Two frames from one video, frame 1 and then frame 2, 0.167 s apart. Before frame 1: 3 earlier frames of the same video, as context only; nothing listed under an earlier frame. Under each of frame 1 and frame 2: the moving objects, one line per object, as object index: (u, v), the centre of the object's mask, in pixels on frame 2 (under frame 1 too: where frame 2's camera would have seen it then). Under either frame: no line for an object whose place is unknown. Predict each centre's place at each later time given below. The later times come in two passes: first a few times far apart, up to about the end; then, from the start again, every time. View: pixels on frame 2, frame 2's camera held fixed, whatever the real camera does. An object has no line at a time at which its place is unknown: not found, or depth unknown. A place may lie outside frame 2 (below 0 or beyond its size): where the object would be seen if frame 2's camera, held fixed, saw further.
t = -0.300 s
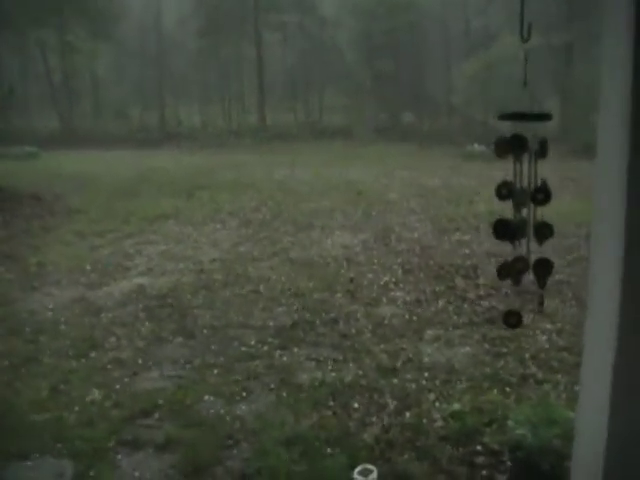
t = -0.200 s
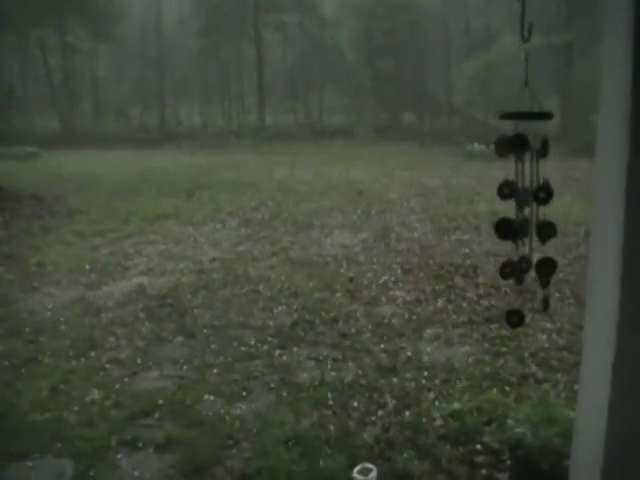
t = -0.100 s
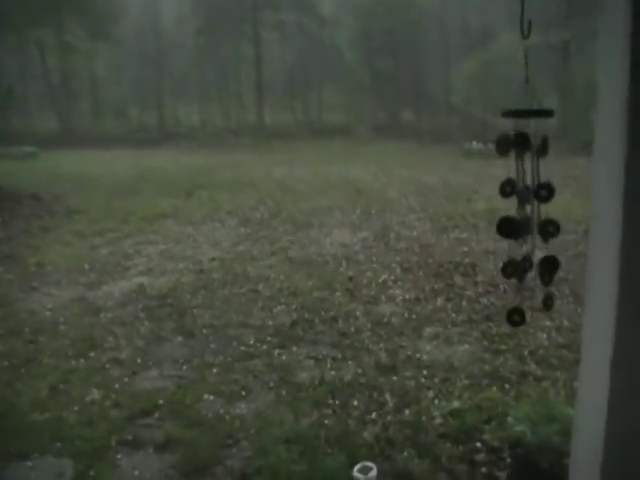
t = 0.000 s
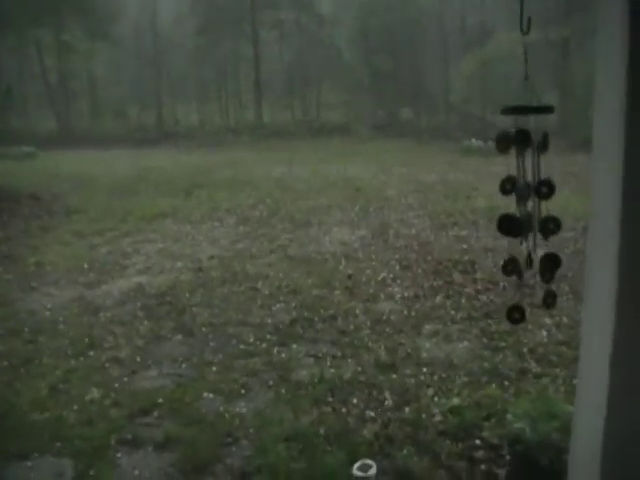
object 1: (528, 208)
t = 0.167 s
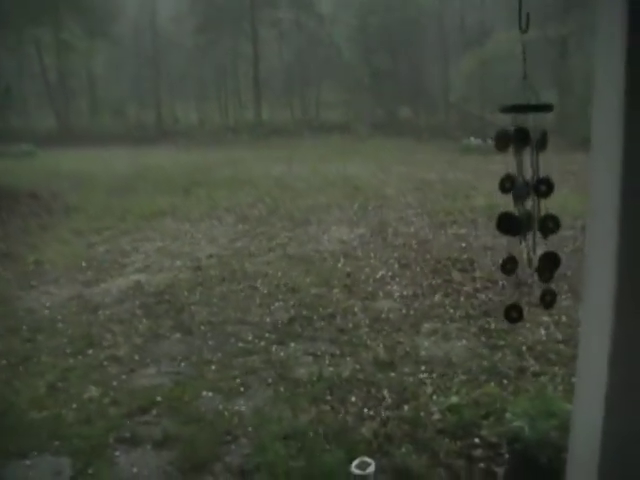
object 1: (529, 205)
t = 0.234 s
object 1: (529, 207)
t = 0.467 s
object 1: (521, 208)
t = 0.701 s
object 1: (512, 216)
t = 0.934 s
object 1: (506, 208)
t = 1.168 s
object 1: (505, 208)
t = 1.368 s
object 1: (510, 198)
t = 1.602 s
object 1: (519, 205)
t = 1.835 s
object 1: (528, 204)
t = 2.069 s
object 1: (530, 204)
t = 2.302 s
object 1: (526, 203)
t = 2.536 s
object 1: (519, 204)
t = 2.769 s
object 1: (516, 203)
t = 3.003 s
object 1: (516, 192)
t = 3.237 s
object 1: (522, 193)
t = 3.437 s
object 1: (524, 194)
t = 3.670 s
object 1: (526, 195)
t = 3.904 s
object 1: (534, 194)
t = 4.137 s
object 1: (542, 191)
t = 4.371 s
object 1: (561, 196)
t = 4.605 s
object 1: (579, 190)
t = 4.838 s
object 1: (589, 196)
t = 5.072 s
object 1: (580, 190)
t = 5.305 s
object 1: (556, 201)
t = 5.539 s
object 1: (520, 194)
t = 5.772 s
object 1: (490, 188)
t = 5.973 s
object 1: (476, 180)
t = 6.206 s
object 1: (479, 178)
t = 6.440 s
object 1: (499, 173)
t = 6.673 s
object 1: (522, 186)
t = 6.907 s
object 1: (525, 180)
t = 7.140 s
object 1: (508, 174)
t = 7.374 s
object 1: (483, 182)
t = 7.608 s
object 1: (460, 191)
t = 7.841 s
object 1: (452, 205)
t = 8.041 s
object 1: (463, 198)
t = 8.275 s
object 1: (491, 201)
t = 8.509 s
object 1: (526, 198)
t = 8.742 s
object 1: (543, 192)
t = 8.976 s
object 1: (545, 204)
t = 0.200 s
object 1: (528, 209)
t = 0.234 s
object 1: (529, 207)
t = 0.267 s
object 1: (527, 210)
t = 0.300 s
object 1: (527, 206)
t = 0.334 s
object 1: (526, 207)
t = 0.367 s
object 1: (526, 207)
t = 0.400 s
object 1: (524, 208)
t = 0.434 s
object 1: (522, 201)
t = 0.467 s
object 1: (521, 208)
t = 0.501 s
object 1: (520, 212)
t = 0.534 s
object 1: (520, 208)
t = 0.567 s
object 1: (517, 214)
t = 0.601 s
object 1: (516, 213)
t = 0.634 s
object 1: (515, 214)
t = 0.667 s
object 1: (514, 215)
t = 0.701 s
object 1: (512, 216)
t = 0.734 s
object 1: (511, 215)
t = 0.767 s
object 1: (510, 212)
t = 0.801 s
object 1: (509, 215)
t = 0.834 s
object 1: (508, 214)
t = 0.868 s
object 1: (507, 213)
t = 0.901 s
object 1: (506, 209)
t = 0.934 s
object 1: (506, 208)
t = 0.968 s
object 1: (505, 210)
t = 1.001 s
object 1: (506, 203)
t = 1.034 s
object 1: (504, 209)
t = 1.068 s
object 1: (504, 209)
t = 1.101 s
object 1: (505, 207)
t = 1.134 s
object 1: (505, 208)
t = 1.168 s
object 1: (505, 208)
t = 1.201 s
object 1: (505, 208)
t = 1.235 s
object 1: (506, 208)
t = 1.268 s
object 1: (507, 208)
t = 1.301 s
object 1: (508, 207)
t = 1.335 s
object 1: (508, 206)
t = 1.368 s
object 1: (510, 198)
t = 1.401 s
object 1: (511, 205)
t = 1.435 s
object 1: (513, 202)
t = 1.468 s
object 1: (513, 197)
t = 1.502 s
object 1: (515, 204)
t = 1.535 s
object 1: (516, 195)
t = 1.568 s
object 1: (517, 204)
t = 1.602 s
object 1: (519, 205)
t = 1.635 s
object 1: (521, 203)
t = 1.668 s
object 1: (522, 203)
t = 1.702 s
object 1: (524, 203)
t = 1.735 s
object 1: (525, 203)
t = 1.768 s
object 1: (527, 204)
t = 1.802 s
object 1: (527, 204)
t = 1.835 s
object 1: (528, 204)
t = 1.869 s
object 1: (529, 205)
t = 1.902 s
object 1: (529, 204)
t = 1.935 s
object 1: (529, 204)
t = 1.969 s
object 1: (530, 203)
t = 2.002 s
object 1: (530, 203)
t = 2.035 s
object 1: (530, 203)
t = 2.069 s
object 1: (530, 204)
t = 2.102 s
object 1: (530, 203)
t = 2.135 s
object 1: (529, 203)
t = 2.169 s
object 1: (529, 204)
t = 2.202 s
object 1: (529, 204)
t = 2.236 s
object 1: (528, 202)
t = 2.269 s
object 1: (527, 203)
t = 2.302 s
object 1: (526, 203)
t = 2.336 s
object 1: (525, 203)
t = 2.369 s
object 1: (525, 203)
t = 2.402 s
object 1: (523, 205)
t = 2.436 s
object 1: (523, 203)
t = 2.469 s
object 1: (521, 202)
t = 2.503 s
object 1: (520, 196)
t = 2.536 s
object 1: (519, 204)
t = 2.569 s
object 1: (520, 196)
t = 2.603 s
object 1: (518, 202)
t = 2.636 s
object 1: (518, 202)
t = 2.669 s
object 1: (518, 201)
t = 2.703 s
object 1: (517, 196)
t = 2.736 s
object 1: (517, 203)
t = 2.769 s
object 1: (516, 203)
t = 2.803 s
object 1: (516, 202)
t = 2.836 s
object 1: (516, 195)
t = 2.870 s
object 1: (516, 194)
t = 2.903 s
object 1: (516, 194)
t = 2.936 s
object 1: (516, 193)
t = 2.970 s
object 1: (516, 193)
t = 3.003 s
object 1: (516, 192)
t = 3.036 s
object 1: (517, 192)
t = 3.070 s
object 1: (518, 193)
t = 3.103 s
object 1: (519, 200)
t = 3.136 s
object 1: (519, 200)
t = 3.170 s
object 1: (520, 200)
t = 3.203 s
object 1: (521, 200)
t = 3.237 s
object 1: (522, 193)
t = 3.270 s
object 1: (523, 192)
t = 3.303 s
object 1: (523, 193)
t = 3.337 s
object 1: (522, 194)
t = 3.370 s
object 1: (523, 194)
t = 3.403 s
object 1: (524, 195)
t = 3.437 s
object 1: (524, 194)
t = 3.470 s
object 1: (524, 195)
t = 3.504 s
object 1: (525, 195)
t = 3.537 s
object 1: (524, 195)
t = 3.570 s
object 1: (524, 196)
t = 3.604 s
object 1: (525, 195)
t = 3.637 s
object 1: (525, 196)
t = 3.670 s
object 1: (526, 195)
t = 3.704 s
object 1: (527, 194)
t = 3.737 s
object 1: (528, 193)
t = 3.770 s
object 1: (529, 192)
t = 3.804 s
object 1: (530, 192)
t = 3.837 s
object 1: (531, 192)
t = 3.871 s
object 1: (533, 193)
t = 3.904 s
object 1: (534, 194)
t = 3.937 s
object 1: (535, 194)
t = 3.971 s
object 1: (536, 195)
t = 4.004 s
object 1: (537, 198)
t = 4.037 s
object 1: (537, 192)
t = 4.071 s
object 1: (538, 192)
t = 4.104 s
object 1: (540, 191)
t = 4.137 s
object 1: (542, 191)
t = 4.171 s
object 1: (549, 195)
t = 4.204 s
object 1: (552, 198)
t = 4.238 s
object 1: (554, 199)
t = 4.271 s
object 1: (556, 200)
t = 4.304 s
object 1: (557, 198)
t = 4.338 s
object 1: (560, 197)
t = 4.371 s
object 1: (561, 196)
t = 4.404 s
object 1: (566, 200)
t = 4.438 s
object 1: (569, 197)
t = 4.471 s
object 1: (570, 191)
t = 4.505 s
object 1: (573, 192)
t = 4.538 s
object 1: (575, 191)
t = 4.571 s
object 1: (577, 188)
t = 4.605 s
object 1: (579, 190)
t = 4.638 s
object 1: (581, 191)
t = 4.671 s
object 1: (583, 191)
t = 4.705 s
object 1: (583, 187)
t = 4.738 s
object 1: (583, 179)
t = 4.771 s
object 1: (584, 181)
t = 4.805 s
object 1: (586, 178)
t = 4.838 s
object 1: (589, 196)
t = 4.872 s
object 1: (586, 181)
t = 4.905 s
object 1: (588, 194)
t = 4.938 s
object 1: (586, 184)
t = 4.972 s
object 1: (590, 192)
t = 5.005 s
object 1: (586, 189)
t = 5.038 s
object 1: (582, 189)
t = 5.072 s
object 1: (580, 190)
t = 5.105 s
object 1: (578, 190)
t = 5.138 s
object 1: (578, 194)
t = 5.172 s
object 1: (572, 197)
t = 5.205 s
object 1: (564, 182)
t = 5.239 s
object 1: (560, 190)
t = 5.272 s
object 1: (557, 193)
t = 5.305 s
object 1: (556, 201)
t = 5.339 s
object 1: (552, 207)
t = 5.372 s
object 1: (548, 207)
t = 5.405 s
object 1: (542, 202)
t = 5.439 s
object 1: (537, 207)
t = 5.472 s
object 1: (531, 203)
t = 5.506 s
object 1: (525, 206)
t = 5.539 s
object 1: (520, 194)
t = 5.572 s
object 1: (514, 192)
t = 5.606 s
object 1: (509, 195)
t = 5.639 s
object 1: (505, 192)
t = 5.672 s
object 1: (501, 189)
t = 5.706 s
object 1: (497, 187)
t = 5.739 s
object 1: (493, 189)
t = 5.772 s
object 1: (490, 188)
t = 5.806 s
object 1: (485, 195)
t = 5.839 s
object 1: (482, 196)
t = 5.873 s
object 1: (479, 194)
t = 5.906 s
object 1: (478, 192)
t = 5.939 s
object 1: (477, 190)
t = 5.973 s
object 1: (476, 180)
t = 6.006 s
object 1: (474, 194)
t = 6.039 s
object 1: (474, 183)
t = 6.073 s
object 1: (472, 193)
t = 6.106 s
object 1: (473, 183)
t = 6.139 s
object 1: (473, 184)
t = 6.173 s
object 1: (475, 191)
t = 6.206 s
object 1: (479, 178)
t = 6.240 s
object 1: (481, 177)
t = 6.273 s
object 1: (483, 177)
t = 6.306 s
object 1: (488, 170)
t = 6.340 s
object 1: (490, 180)
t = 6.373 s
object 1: (493, 172)
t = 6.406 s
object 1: (496, 182)
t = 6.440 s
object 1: (499, 173)
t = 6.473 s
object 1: (502, 174)
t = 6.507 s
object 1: (506, 182)
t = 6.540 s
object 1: (510, 183)
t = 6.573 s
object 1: (513, 185)
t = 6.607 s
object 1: (516, 181)
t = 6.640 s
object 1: (520, 190)
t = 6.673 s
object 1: (522, 186)
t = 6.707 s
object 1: (524, 182)
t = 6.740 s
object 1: (525, 179)
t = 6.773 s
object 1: (526, 177)
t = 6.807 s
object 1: (526, 175)
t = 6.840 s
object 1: (526, 171)
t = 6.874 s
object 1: (525, 173)
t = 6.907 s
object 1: (525, 180)
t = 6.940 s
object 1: (524, 181)
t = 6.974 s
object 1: (523, 184)
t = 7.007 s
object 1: (520, 191)
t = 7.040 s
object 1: (518, 190)
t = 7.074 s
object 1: (514, 175)
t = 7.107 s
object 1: (511, 183)
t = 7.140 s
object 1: (508, 174)
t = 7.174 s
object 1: (508, 183)
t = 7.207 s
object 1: (503, 182)
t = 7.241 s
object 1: (499, 189)
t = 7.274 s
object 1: (495, 192)
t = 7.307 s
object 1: (490, 192)
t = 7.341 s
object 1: (487, 191)
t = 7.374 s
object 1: (483, 182)
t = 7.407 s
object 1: (478, 190)
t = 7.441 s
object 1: (474, 190)
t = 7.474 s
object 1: (469, 198)
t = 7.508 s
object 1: (466, 197)
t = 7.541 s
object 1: (464, 197)
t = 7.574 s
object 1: (462, 195)
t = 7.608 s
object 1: (460, 191)
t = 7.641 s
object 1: (458, 191)
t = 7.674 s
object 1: (457, 190)
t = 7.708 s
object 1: (454, 200)
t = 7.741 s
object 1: (453, 201)
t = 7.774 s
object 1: (452, 203)
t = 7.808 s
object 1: (452, 204)
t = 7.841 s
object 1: (452, 205)
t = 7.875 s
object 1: (453, 206)
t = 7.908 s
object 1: (453, 207)
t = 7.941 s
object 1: (460, 188)
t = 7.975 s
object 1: (456, 207)
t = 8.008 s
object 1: (458, 210)
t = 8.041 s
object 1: (463, 198)
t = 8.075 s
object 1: (465, 193)
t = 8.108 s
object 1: (469, 194)
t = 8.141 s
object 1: (475, 199)
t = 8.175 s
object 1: (479, 196)
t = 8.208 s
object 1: (482, 203)
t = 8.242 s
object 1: (487, 202)
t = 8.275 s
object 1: (491, 201)
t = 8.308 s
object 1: (498, 194)
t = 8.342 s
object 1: (503, 194)
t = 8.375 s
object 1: (509, 199)
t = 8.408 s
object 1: (513, 198)
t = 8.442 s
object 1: (518, 198)
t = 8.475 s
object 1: (521, 199)
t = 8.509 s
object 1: (526, 198)
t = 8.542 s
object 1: (529, 198)
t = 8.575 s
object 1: (532, 196)
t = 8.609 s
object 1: (535, 195)
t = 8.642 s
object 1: (538, 197)
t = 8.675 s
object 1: (541, 198)
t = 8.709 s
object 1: (543, 198)
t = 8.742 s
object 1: (543, 192)
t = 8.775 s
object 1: (544, 190)
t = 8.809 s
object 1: (546, 200)
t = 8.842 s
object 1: (548, 191)
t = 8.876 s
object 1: (548, 192)
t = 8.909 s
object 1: (547, 190)
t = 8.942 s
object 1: (546, 201)
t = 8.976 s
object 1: (545, 204)
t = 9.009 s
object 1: (544, 195)
